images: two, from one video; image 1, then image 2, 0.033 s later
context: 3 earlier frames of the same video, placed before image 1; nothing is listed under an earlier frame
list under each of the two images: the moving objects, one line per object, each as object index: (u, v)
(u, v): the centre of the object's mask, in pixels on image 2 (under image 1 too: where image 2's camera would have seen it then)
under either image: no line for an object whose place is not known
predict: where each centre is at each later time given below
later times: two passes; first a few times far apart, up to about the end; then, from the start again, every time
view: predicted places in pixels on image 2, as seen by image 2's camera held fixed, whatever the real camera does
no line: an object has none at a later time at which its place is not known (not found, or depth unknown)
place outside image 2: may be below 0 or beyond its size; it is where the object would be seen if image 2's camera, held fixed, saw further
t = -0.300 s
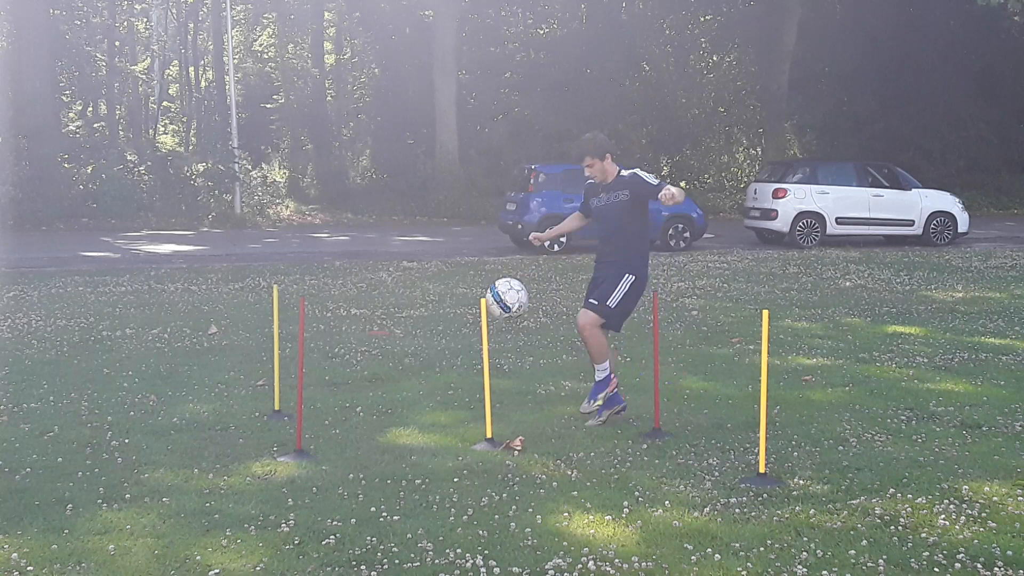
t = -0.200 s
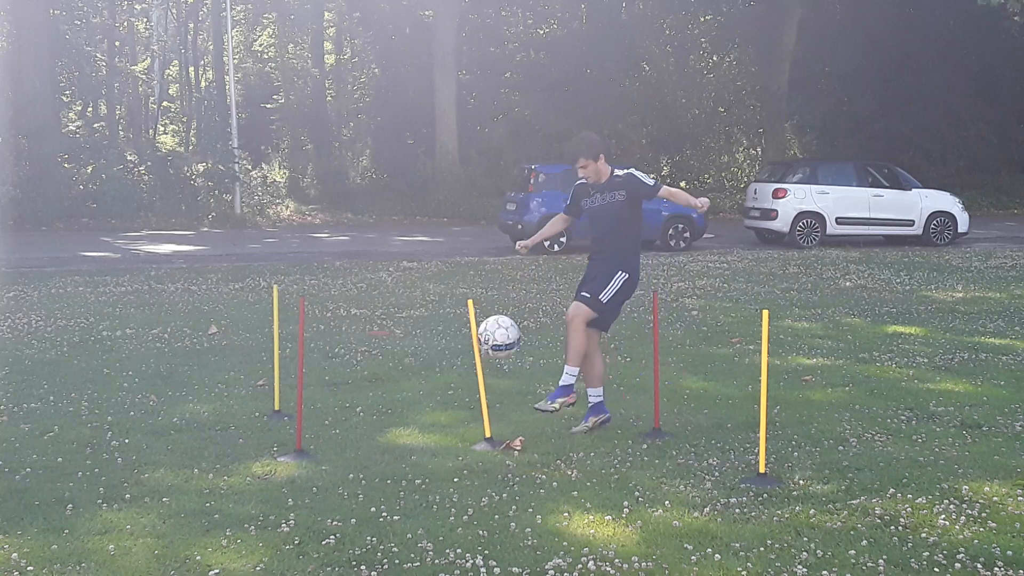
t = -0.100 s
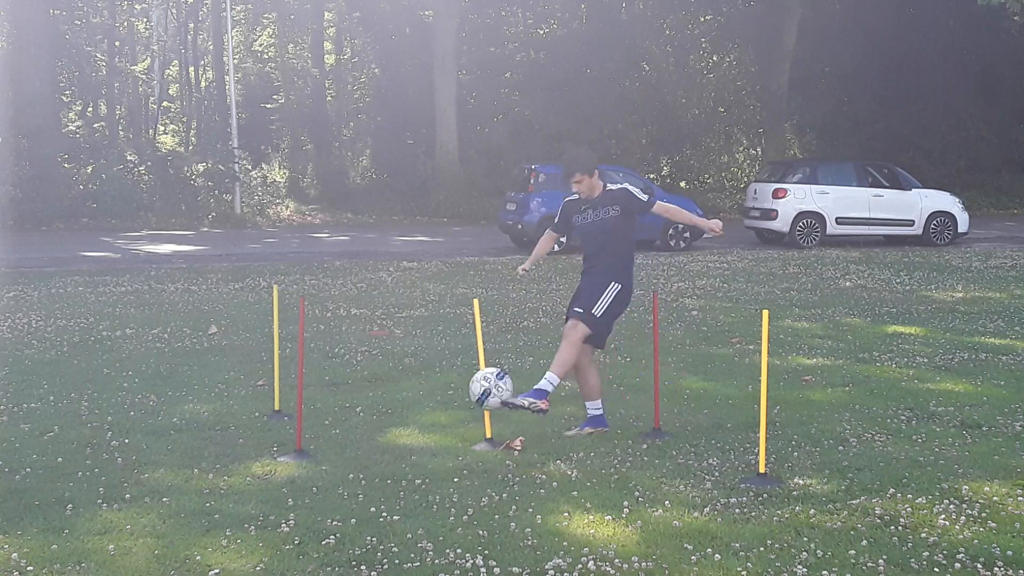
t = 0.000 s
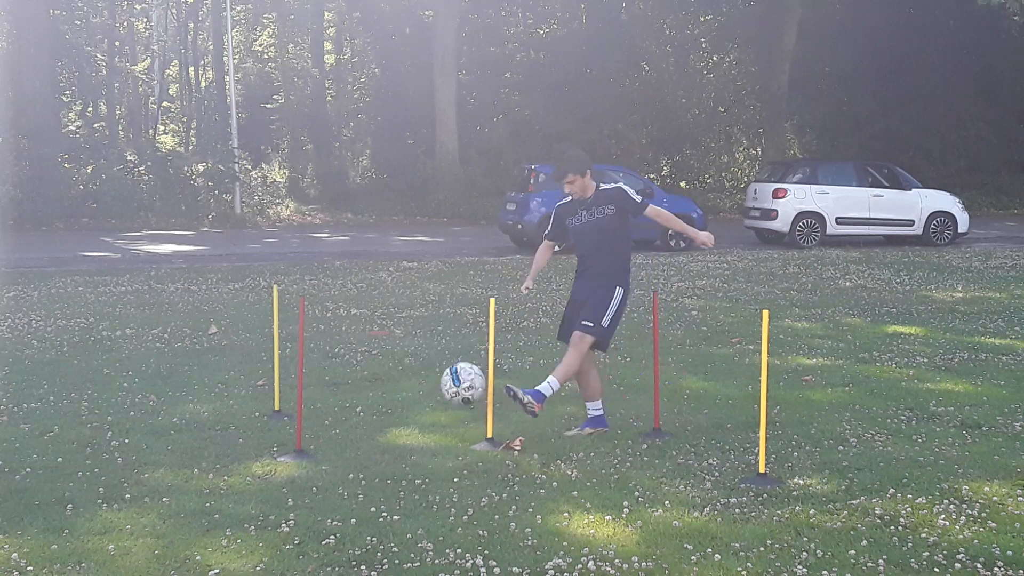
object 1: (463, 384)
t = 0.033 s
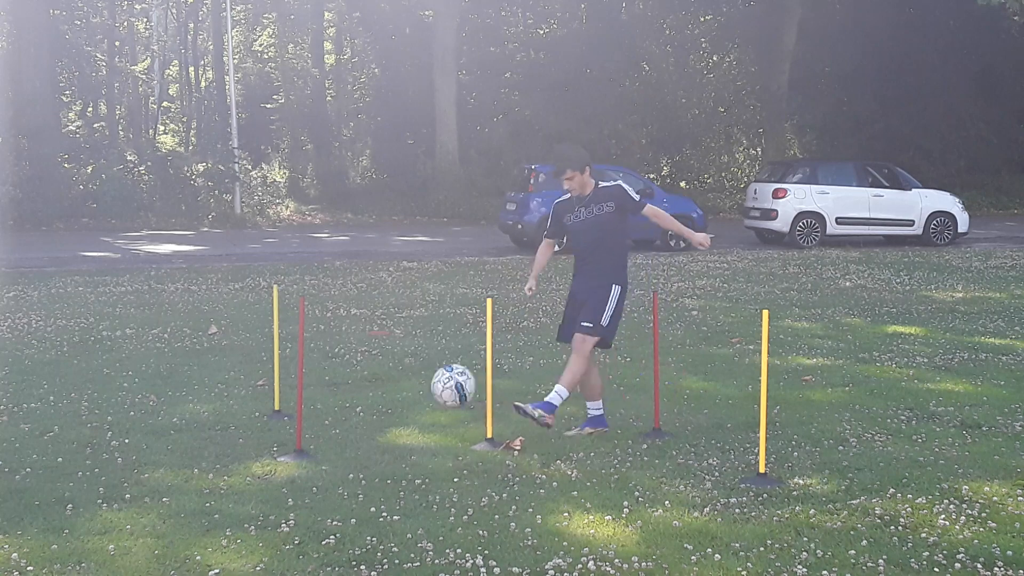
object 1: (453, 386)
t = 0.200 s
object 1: (406, 428)
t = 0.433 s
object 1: (376, 411)
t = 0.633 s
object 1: (356, 422)
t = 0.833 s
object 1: (338, 419)
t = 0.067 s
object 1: (443, 390)
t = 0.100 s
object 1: (434, 396)
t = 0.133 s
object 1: (425, 404)
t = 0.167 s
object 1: (415, 415)
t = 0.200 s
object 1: (406, 428)
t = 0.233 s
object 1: (397, 440)
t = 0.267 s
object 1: (393, 432)
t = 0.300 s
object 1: (389, 424)
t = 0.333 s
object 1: (386, 418)
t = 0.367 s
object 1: (382, 413)
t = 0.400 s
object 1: (379, 412)
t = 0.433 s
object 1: (376, 411)
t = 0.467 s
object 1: (373, 414)
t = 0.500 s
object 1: (370, 417)
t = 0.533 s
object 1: (367, 423)
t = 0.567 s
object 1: (363, 429)
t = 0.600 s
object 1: (359, 425)
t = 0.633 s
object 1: (356, 422)
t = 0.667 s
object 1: (352, 419)
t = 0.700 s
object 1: (349, 420)
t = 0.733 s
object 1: (346, 422)
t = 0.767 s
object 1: (343, 422)
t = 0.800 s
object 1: (340, 421)
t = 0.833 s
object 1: (338, 419)
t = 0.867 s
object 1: (335, 418)
